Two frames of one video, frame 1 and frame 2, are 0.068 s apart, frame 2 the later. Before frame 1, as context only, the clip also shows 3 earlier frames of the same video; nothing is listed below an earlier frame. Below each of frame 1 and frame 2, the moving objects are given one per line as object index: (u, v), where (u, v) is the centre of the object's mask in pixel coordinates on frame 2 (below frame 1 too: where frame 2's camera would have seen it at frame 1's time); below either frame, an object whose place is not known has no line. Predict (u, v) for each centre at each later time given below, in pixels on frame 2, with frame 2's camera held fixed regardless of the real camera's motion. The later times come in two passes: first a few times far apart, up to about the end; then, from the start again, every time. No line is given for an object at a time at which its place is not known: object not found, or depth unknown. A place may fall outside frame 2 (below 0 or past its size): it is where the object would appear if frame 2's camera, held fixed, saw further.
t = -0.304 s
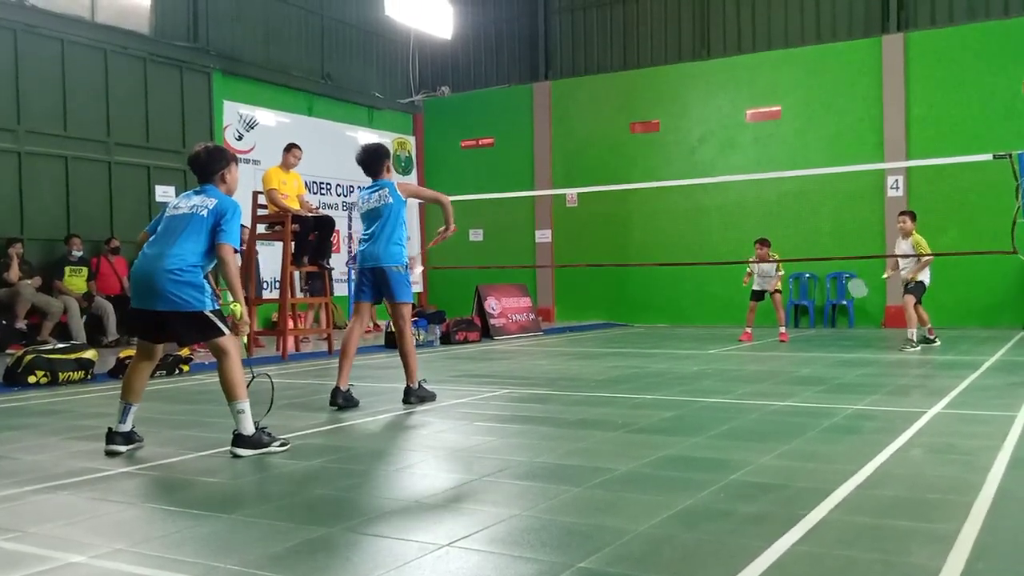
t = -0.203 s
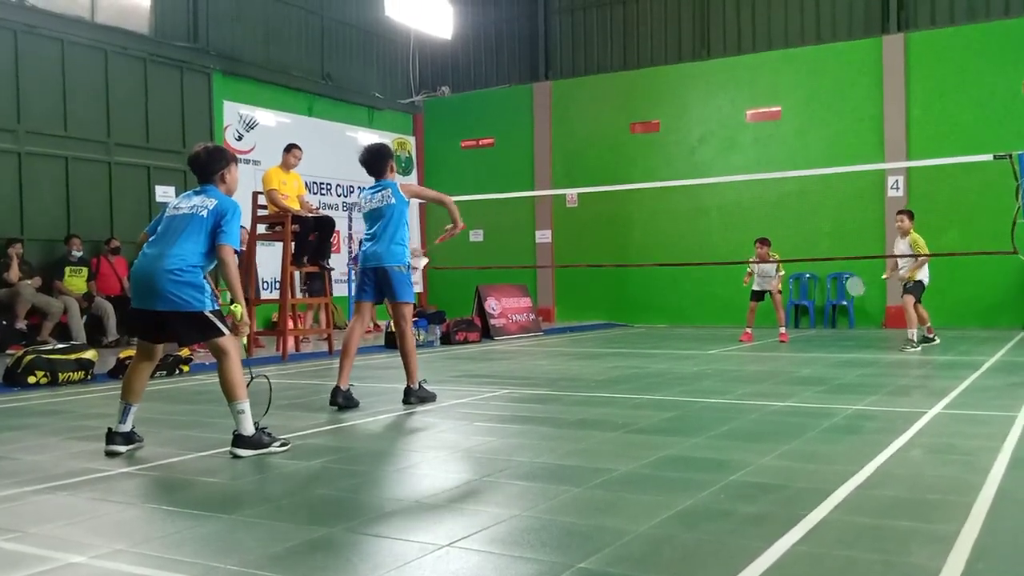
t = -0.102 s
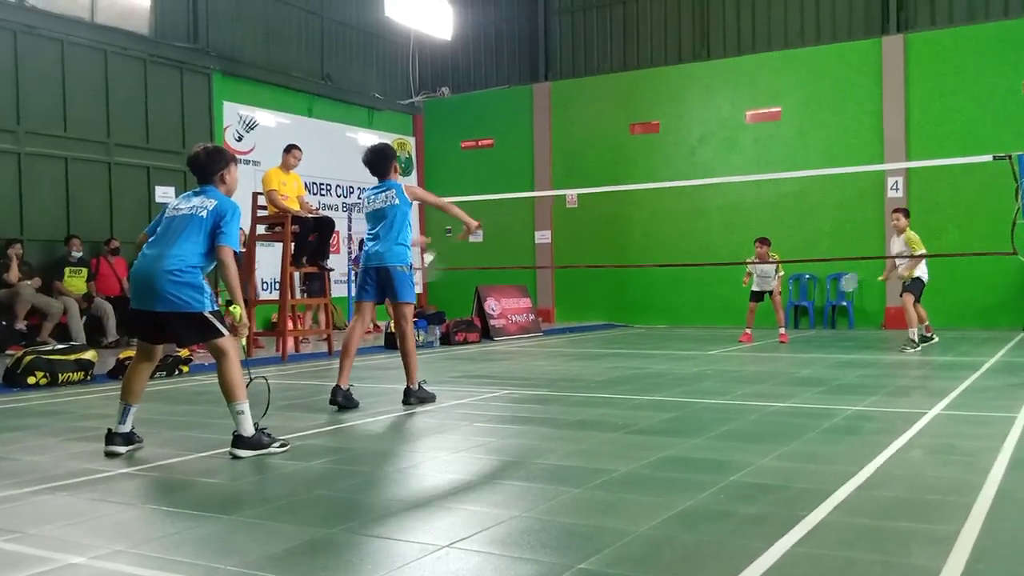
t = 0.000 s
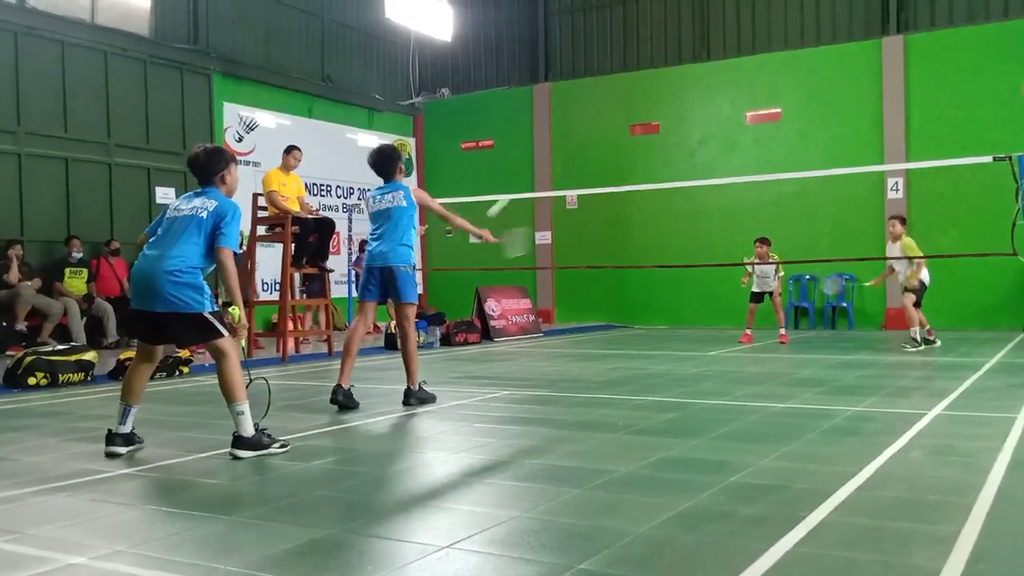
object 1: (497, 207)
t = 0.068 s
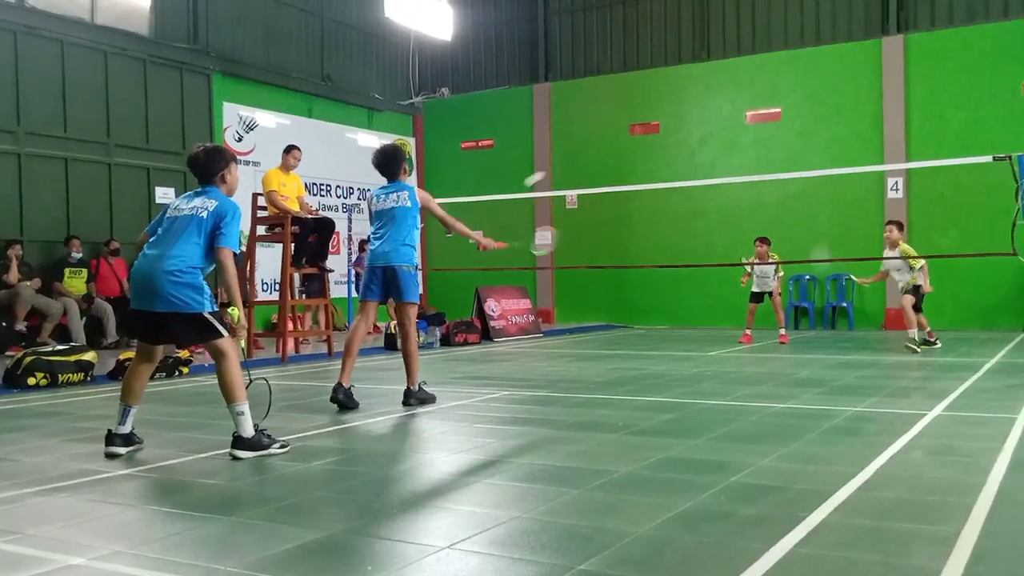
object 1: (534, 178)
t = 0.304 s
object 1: (622, 152)
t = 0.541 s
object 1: (678, 185)
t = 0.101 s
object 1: (551, 170)
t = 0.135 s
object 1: (565, 162)
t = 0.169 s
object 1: (578, 157)
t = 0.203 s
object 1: (590, 153)
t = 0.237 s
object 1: (601, 152)
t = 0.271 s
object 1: (611, 151)
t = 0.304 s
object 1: (622, 152)
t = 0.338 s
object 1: (631, 154)
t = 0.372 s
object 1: (639, 156)
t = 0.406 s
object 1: (647, 160)
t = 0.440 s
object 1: (655, 165)
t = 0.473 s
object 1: (663, 171)
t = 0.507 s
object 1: (670, 177)
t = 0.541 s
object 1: (678, 185)
